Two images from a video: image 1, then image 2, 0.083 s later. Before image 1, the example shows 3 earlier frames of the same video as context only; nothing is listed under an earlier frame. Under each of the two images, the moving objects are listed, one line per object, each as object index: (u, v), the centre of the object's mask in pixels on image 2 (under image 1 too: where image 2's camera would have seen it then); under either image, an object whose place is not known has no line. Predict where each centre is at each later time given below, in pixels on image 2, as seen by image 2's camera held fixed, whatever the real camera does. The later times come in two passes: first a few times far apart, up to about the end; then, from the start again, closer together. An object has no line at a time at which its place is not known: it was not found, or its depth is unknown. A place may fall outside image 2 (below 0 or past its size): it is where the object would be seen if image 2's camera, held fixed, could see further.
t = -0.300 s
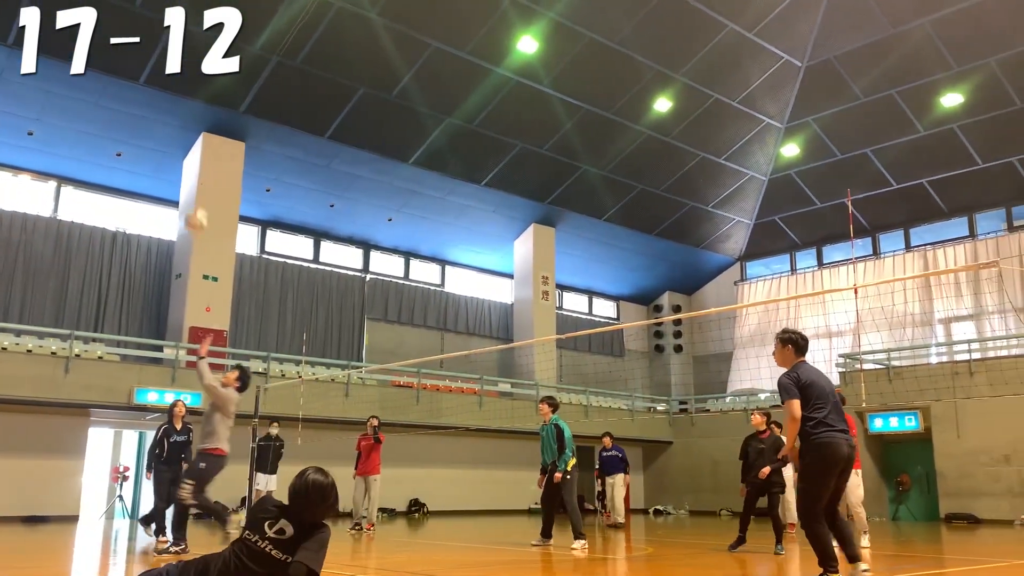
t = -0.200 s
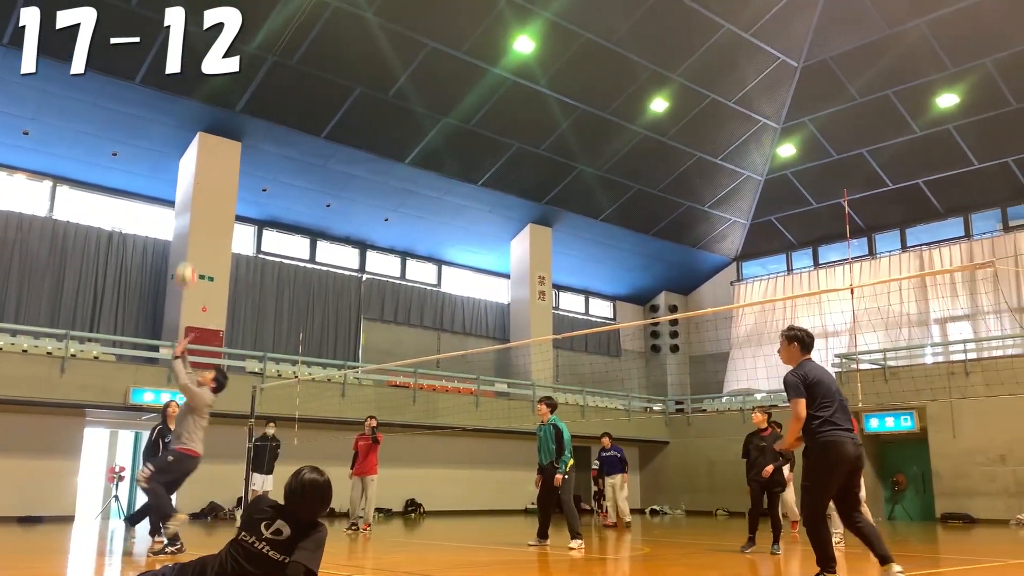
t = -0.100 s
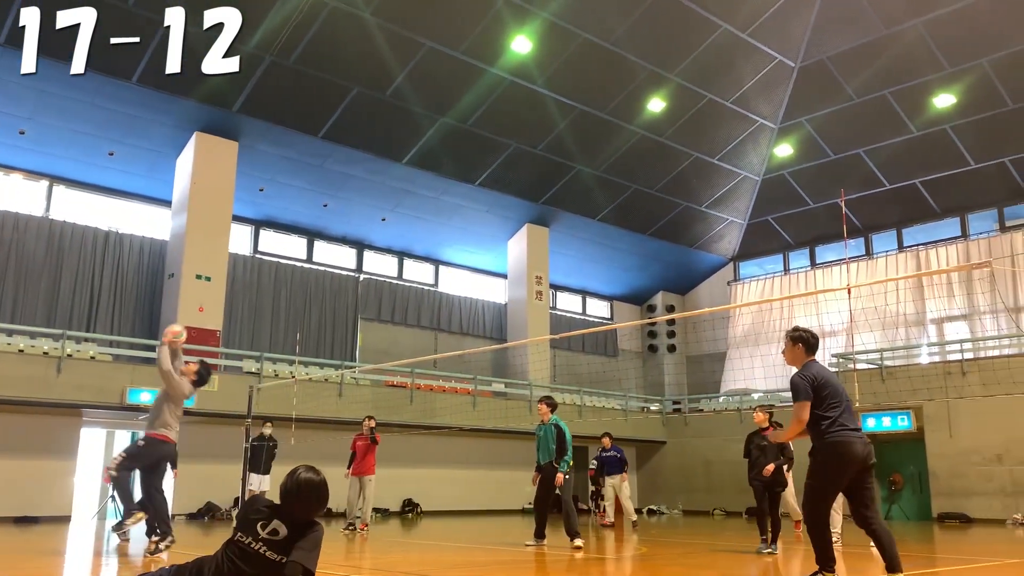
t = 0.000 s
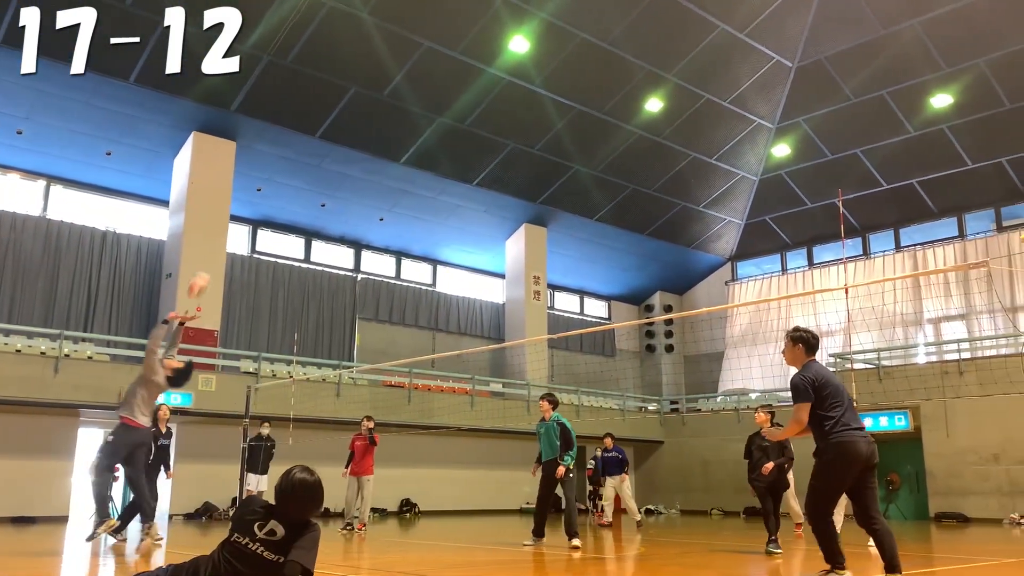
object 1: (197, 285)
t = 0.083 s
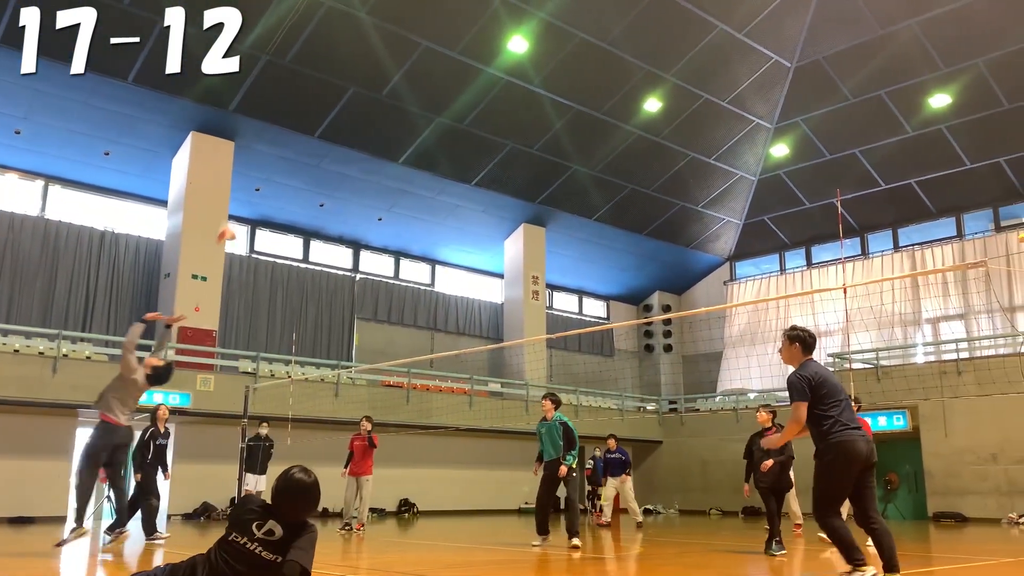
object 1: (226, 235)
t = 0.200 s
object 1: (268, 172)
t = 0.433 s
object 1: (344, 94)
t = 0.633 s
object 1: (406, 69)
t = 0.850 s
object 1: (475, 86)
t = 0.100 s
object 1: (235, 222)
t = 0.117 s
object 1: (240, 213)
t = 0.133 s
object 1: (246, 204)
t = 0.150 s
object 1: (251, 195)
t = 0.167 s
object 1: (257, 188)
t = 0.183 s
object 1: (262, 180)
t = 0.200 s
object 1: (268, 172)
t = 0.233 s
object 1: (279, 157)
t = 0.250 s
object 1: (284, 151)
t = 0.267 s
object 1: (290, 144)
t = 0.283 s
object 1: (295, 138)
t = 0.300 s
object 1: (301, 132)
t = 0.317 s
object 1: (307, 126)
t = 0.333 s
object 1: (312, 121)
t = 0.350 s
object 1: (317, 116)
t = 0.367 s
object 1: (322, 111)
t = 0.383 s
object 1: (328, 107)
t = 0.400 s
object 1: (333, 102)
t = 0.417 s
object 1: (338, 98)
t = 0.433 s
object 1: (344, 94)
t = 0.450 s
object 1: (349, 91)
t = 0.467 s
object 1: (354, 88)
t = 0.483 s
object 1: (359, 85)
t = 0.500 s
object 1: (364, 82)
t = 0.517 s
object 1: (370, 79)
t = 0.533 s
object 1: (375, 77)
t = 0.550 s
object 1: (380, 75)
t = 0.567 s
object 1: (386, 73)
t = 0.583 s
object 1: (391, 72)
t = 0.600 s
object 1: (396, 71)
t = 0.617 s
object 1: (401, 70)
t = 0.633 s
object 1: (406, 69)
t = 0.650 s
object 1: (411, 69)
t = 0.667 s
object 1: (417, 69)
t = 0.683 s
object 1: (422, 69)
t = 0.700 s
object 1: (427, 69)
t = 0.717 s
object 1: (432, 70)
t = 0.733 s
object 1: (438, 71)
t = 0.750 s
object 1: (443, 72)
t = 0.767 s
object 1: (448, 74)
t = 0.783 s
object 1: (453, 75)
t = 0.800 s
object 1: (459, 78)
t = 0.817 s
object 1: (464, 80)
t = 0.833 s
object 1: (469, 83)
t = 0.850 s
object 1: (475, 86)
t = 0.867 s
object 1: (480, 89)
